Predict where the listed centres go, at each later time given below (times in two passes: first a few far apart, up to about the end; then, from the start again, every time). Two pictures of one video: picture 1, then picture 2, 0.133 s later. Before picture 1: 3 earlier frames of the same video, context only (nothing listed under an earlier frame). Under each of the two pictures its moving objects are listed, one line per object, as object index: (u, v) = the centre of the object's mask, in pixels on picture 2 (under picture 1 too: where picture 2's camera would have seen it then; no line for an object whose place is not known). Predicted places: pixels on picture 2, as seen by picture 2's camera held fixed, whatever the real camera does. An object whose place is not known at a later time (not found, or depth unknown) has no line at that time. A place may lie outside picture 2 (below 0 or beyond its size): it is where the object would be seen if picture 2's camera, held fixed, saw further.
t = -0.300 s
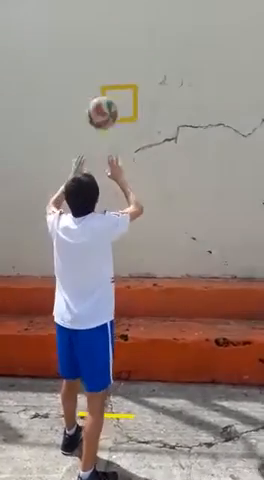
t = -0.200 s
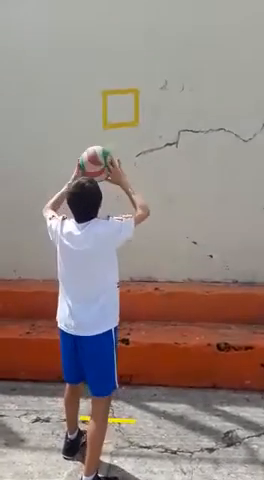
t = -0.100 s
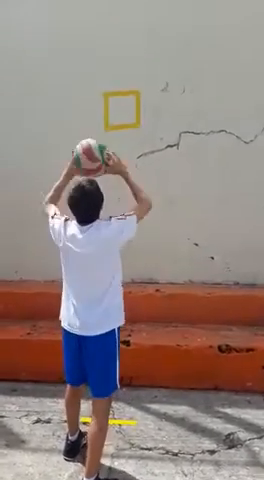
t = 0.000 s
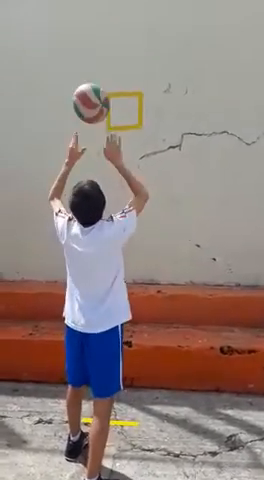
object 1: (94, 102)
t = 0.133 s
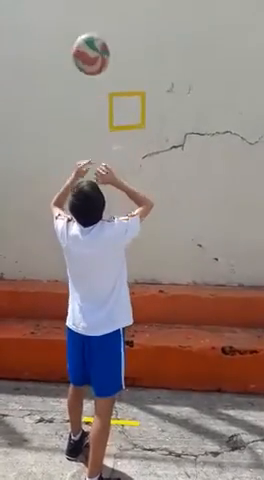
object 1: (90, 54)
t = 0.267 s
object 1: (87, 39)
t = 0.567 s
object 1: (80, 118)
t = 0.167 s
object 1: (90, 47)
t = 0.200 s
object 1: (89, 42)
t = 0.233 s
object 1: (87, 40)
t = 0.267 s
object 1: (87, 39)
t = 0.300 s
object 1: (87, 41)
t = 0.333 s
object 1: (86, 44)
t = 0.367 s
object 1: (86, 49)
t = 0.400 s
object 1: (85, 57)
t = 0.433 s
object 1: (85, 65)
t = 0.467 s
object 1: (84, 76)
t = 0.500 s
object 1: (82, 89)
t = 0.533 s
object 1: (82, 103)
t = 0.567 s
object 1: (80, 118)
